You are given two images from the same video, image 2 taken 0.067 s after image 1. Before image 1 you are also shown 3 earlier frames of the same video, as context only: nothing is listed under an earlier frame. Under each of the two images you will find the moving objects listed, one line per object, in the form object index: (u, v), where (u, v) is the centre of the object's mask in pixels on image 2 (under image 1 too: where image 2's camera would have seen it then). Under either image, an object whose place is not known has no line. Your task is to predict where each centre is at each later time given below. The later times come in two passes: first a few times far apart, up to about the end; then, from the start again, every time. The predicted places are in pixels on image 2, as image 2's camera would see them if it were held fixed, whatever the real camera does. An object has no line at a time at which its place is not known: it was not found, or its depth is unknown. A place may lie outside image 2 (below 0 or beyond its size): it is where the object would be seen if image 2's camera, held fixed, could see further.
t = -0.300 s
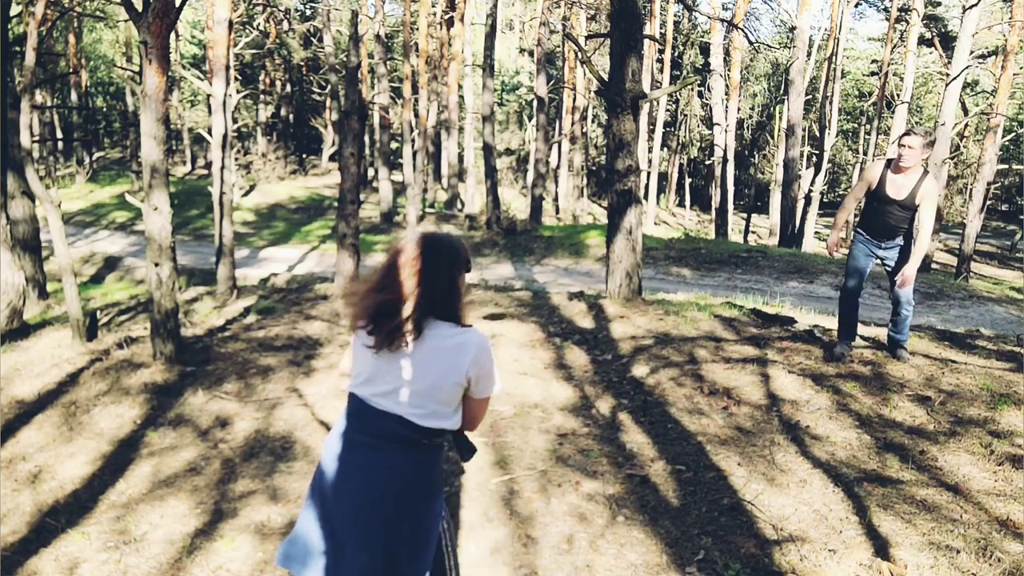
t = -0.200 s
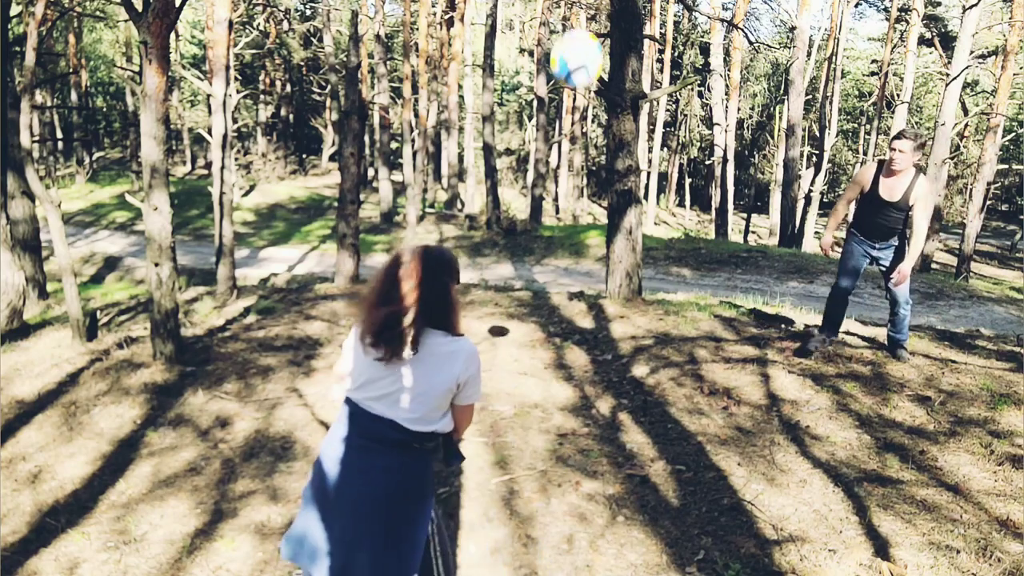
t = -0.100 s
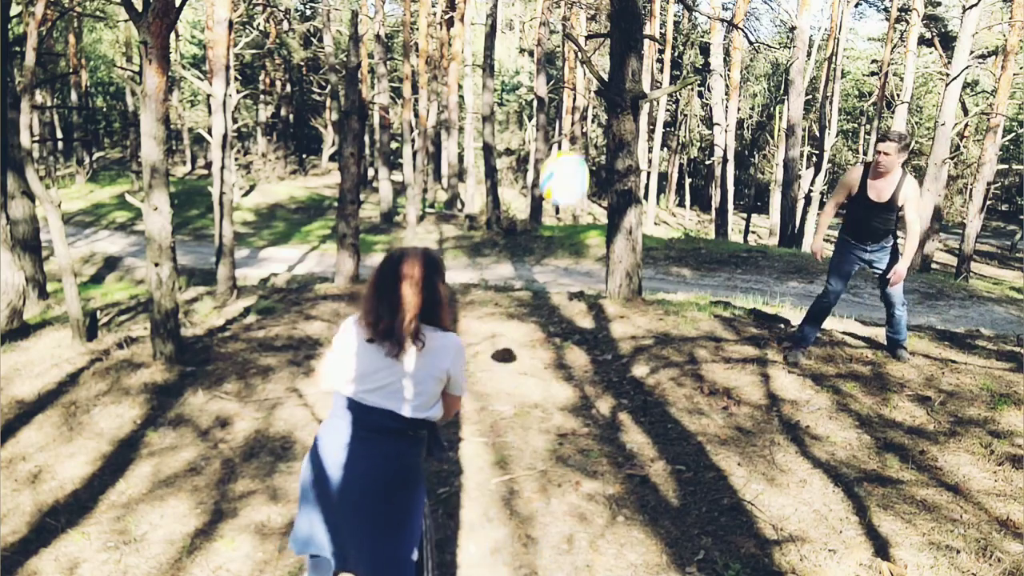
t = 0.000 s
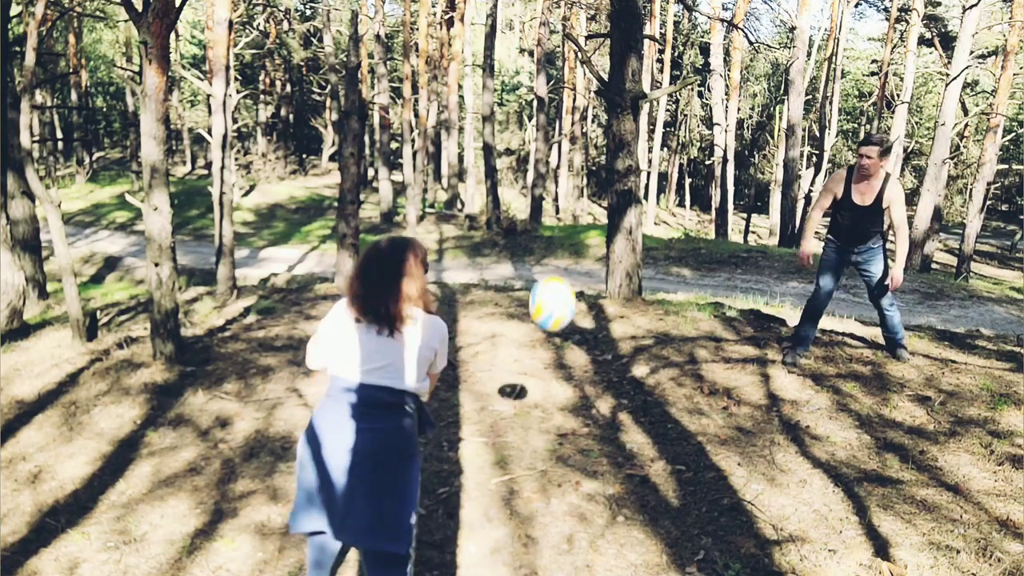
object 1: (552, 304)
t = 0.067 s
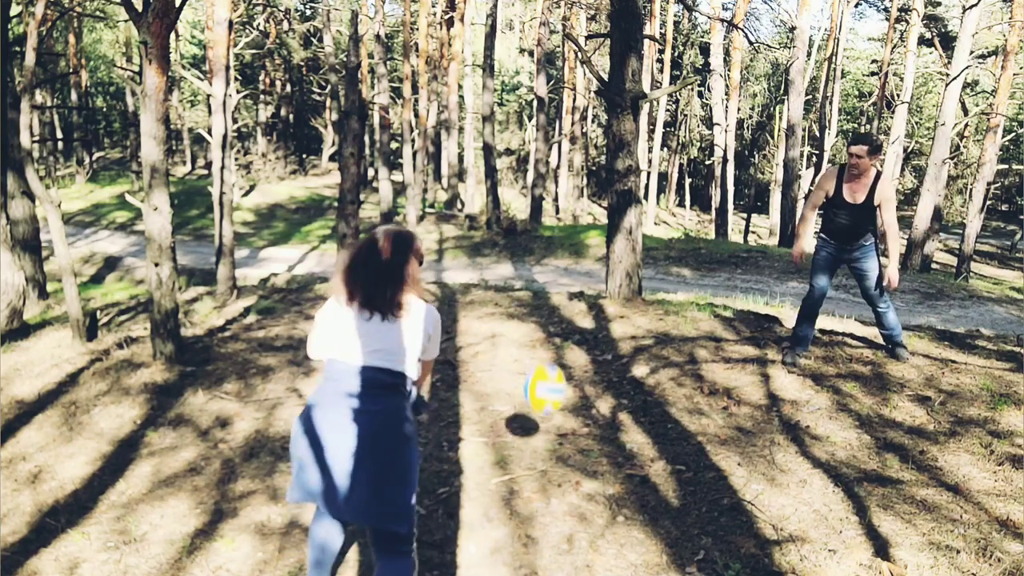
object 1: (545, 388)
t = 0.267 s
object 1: (538, 344)
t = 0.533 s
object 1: (529, 235)
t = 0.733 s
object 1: (518, 238)
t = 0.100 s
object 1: (540, 432)
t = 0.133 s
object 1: (537, 451)
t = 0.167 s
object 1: (538, 423)
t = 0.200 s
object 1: (539, 395)
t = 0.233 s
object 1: (538, 367)
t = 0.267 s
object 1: (538, 344)
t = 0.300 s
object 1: (537, 323)
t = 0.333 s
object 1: (536, 304)
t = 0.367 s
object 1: (535, 288)
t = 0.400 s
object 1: (534, 273)
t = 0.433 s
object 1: (533, 260)
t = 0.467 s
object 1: (532, 249)
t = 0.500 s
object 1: (531, 241)
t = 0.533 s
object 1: (529, 235)
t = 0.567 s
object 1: (527, 231)
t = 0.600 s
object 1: (526, 228)
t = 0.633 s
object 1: (524, 228)
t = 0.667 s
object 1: (522, 229)
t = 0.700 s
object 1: (520, 233)
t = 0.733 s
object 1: (518, 238)
